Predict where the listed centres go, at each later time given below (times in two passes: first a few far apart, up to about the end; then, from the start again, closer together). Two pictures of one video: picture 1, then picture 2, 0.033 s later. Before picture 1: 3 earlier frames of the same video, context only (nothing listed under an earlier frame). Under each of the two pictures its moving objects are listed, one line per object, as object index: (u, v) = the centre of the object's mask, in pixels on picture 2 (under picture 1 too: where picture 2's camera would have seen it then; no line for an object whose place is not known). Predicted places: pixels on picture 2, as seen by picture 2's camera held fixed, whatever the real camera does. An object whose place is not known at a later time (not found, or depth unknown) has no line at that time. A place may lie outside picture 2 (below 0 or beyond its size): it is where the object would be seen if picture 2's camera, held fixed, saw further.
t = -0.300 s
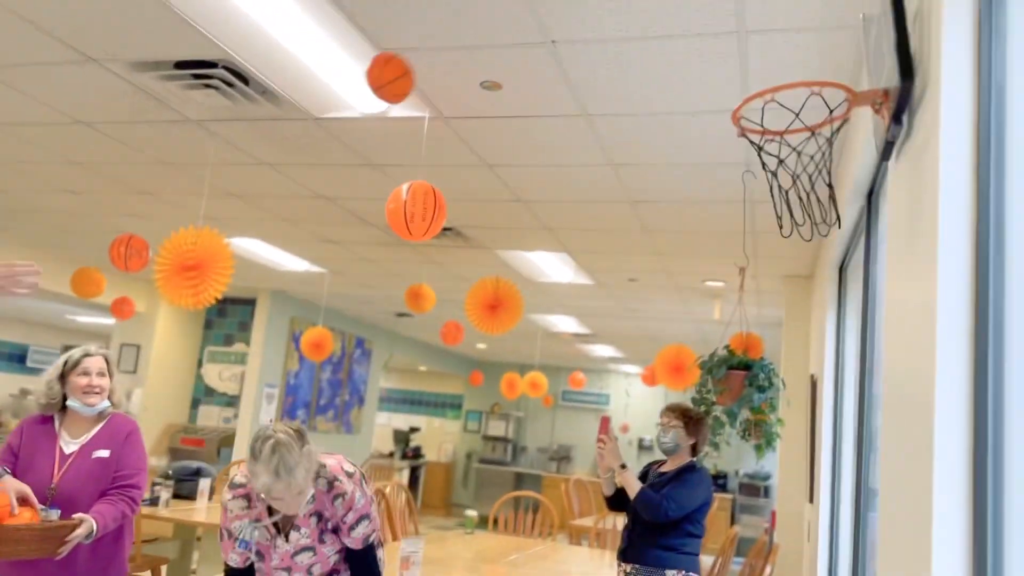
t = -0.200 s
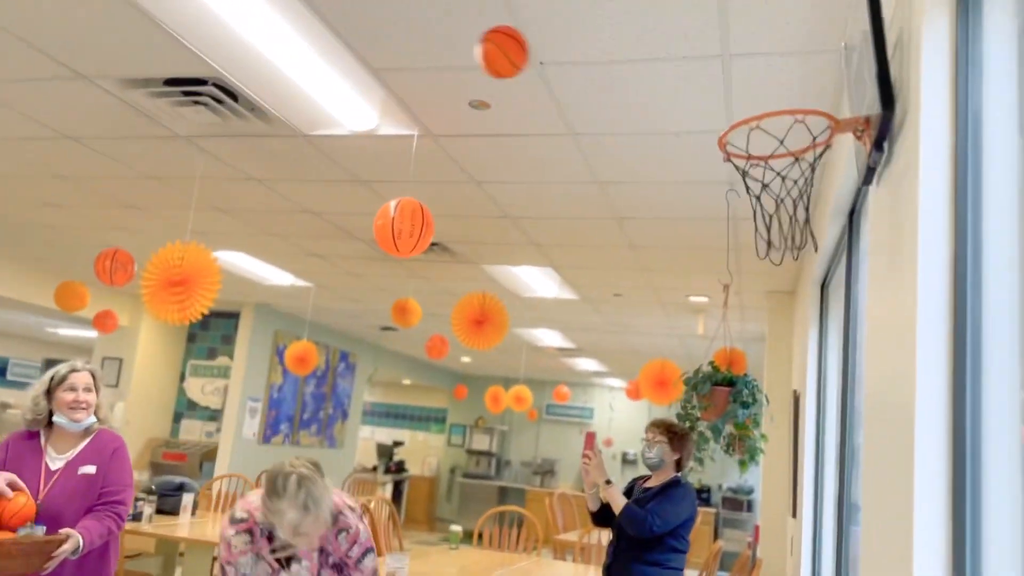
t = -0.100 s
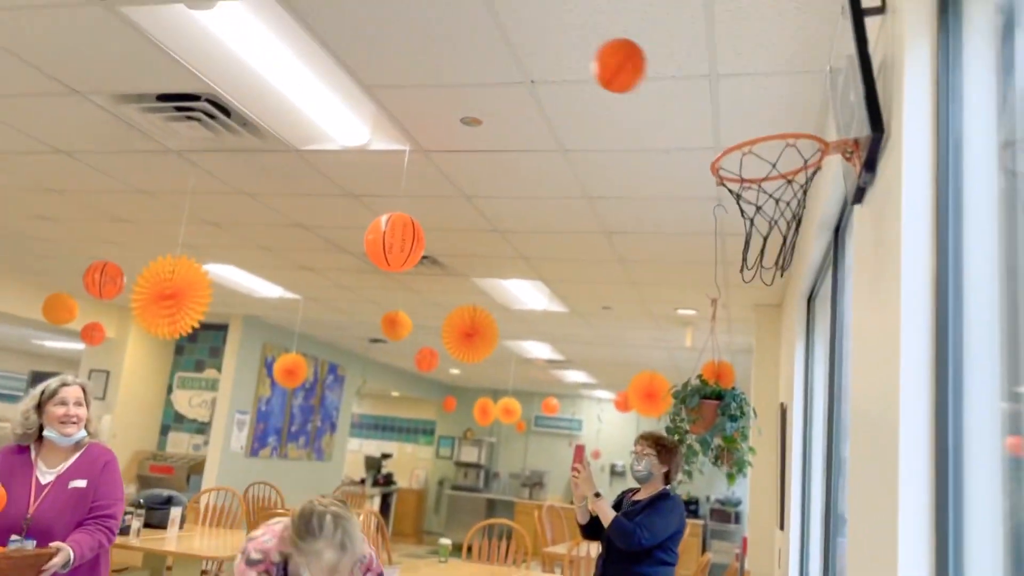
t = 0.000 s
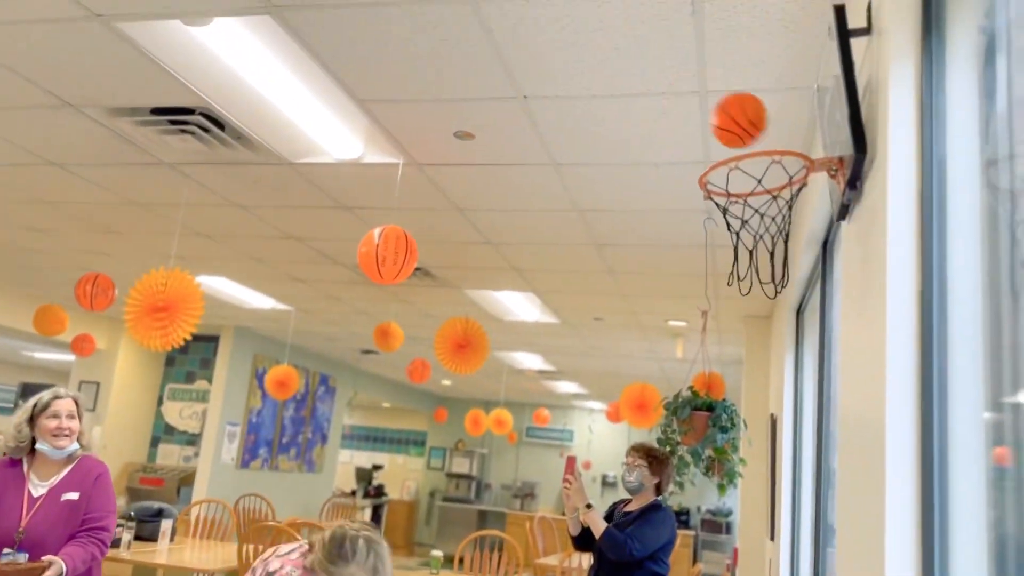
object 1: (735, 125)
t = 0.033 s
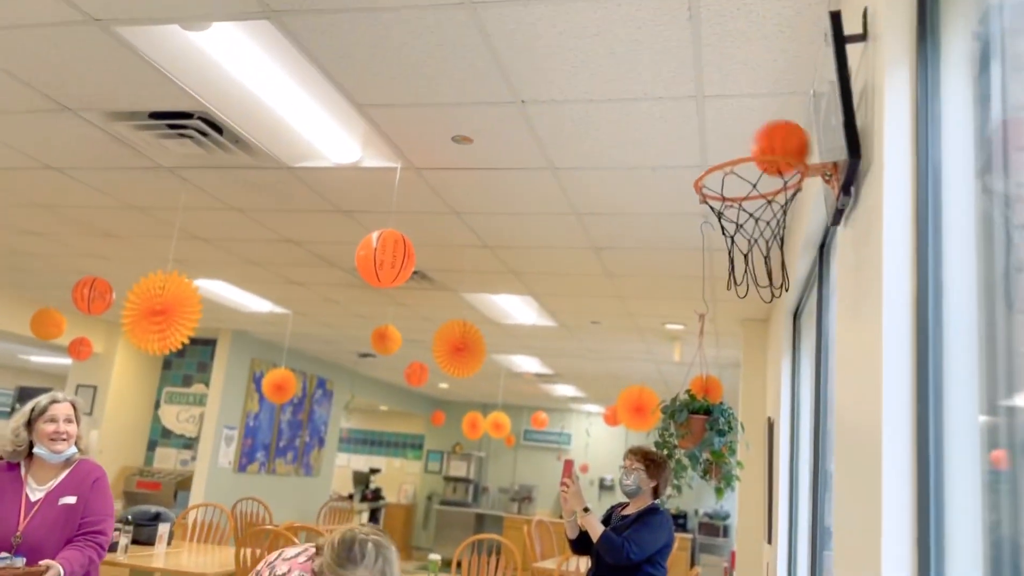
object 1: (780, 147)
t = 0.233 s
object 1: (782, 60)
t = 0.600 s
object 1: (724, 325)
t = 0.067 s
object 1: (793, 133)
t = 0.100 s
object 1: (793, 108)
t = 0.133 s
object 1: (792, 87)
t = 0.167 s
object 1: (790, 73)
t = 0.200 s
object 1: (786, 64)
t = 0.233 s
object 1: (782, 60)
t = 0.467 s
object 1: (745, 164)
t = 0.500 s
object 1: (737, 201)
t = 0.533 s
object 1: (732, 239)
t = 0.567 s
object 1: (728, 280)
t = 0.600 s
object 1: (724, 325)
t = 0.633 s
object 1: (718, 379)
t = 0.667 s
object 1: (713, 438)
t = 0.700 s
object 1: (709, 504)
